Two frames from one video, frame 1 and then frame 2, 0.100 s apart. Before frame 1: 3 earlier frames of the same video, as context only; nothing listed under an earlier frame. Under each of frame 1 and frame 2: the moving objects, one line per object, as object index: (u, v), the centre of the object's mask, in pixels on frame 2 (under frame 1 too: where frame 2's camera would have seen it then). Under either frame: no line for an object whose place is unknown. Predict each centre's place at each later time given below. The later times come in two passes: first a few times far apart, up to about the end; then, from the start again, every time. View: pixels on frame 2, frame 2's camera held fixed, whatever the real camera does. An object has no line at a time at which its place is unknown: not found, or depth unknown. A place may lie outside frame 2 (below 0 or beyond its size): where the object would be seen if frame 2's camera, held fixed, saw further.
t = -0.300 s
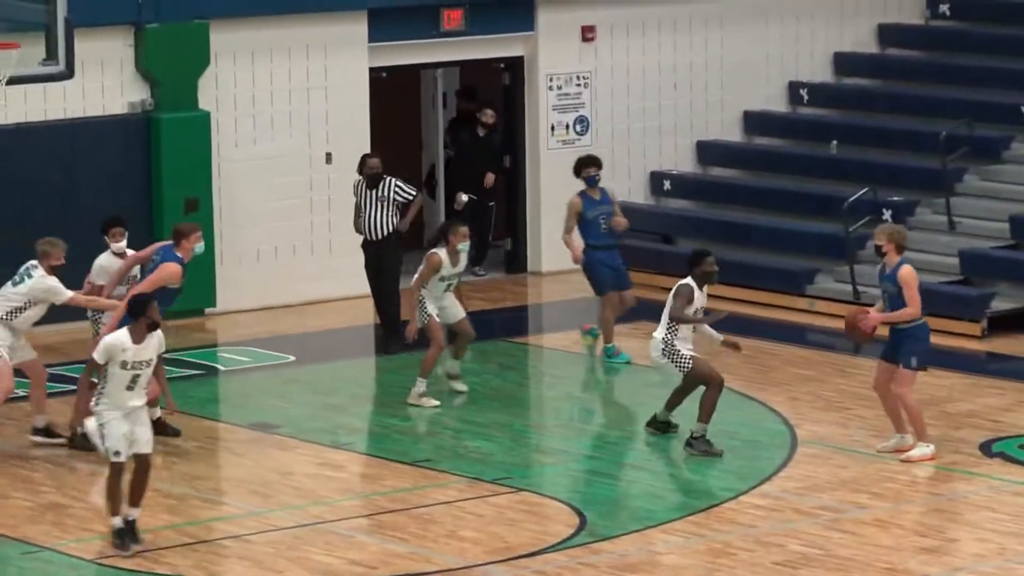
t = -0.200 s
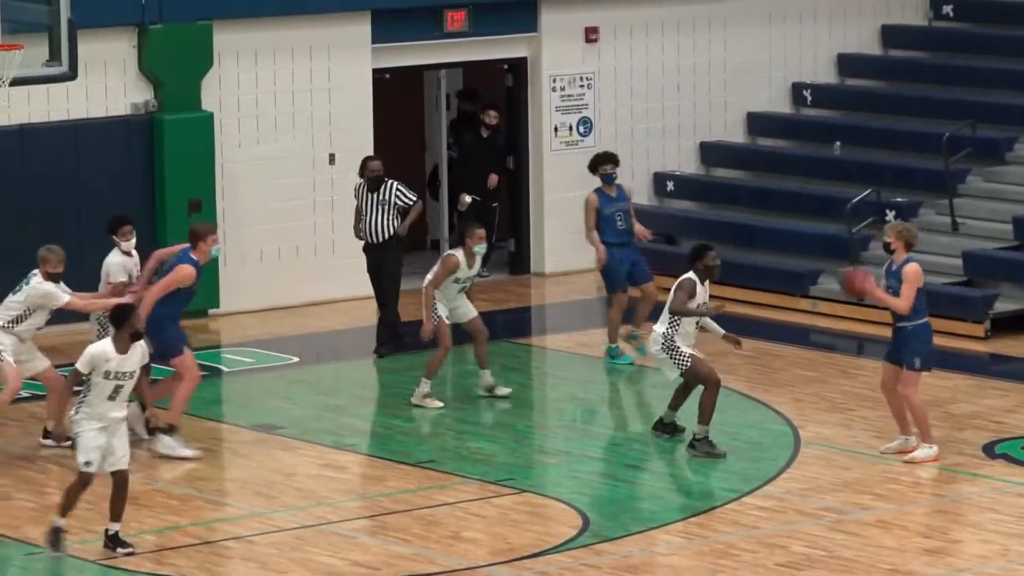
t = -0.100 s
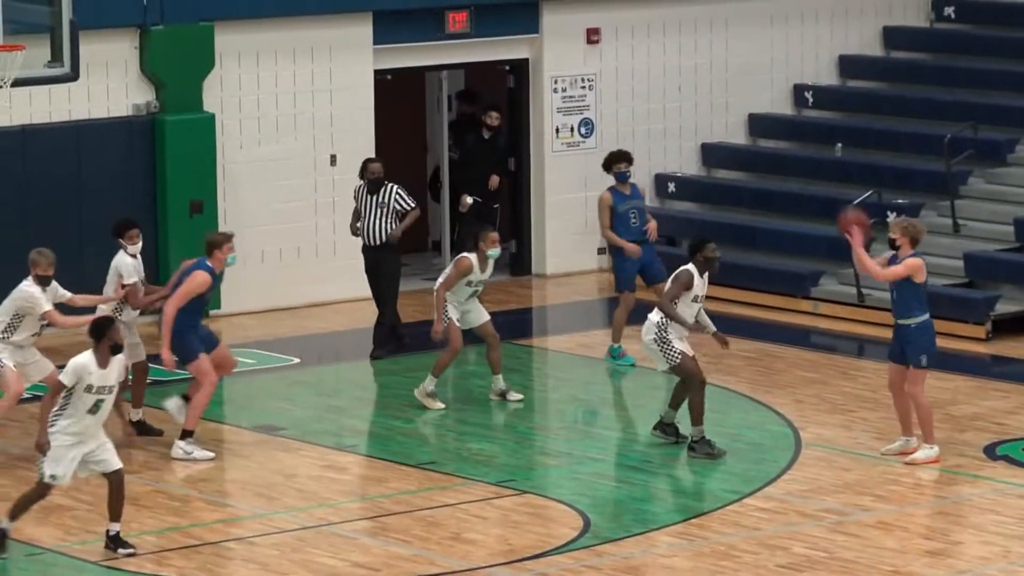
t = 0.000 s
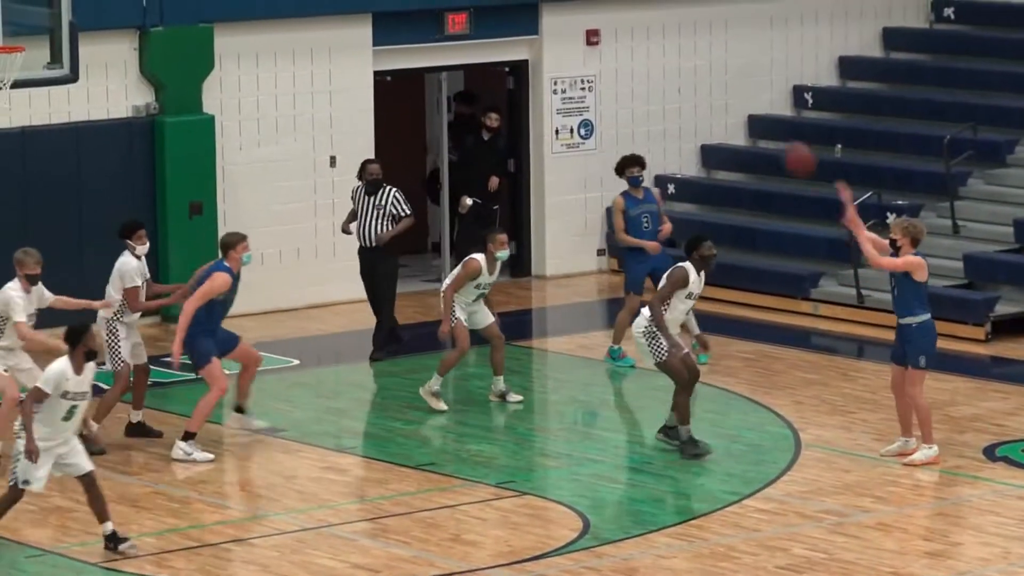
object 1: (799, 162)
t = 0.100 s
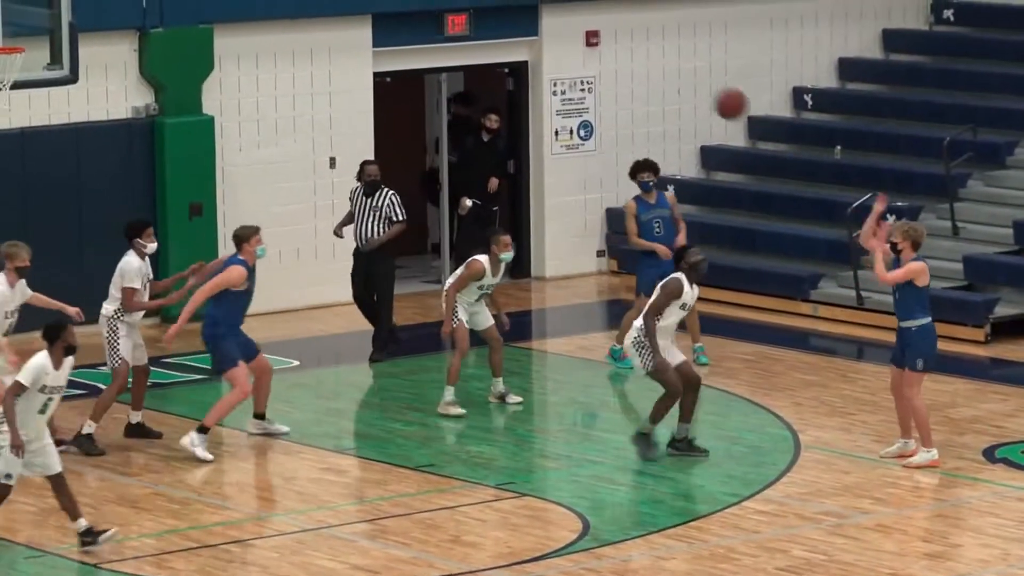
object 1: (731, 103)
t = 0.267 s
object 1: (621, 39)
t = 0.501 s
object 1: (471, 9)
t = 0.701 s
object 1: (343, 41)
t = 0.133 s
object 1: (709, 87)
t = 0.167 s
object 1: (687, 73)
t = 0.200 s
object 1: (665, 61)
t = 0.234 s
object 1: (643, 49)
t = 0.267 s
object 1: (621, 39)
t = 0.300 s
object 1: (599, 31)
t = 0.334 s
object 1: (577, 23)
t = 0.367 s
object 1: (556, 18)
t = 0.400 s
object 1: (534, 13)
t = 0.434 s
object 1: (514, 10)
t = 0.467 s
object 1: (492, 9)
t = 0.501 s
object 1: (471, 9)
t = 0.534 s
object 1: (448, 10)
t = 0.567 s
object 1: (428, 13)
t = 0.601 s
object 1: (407, 18)
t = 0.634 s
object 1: (386, 23)
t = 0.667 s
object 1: (364, 31)
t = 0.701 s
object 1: (343, 41)
